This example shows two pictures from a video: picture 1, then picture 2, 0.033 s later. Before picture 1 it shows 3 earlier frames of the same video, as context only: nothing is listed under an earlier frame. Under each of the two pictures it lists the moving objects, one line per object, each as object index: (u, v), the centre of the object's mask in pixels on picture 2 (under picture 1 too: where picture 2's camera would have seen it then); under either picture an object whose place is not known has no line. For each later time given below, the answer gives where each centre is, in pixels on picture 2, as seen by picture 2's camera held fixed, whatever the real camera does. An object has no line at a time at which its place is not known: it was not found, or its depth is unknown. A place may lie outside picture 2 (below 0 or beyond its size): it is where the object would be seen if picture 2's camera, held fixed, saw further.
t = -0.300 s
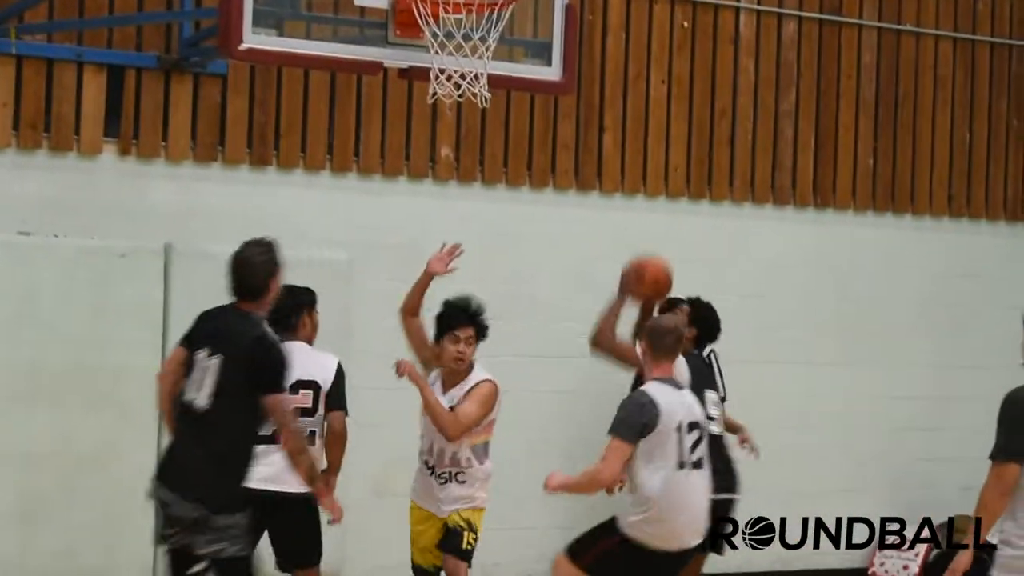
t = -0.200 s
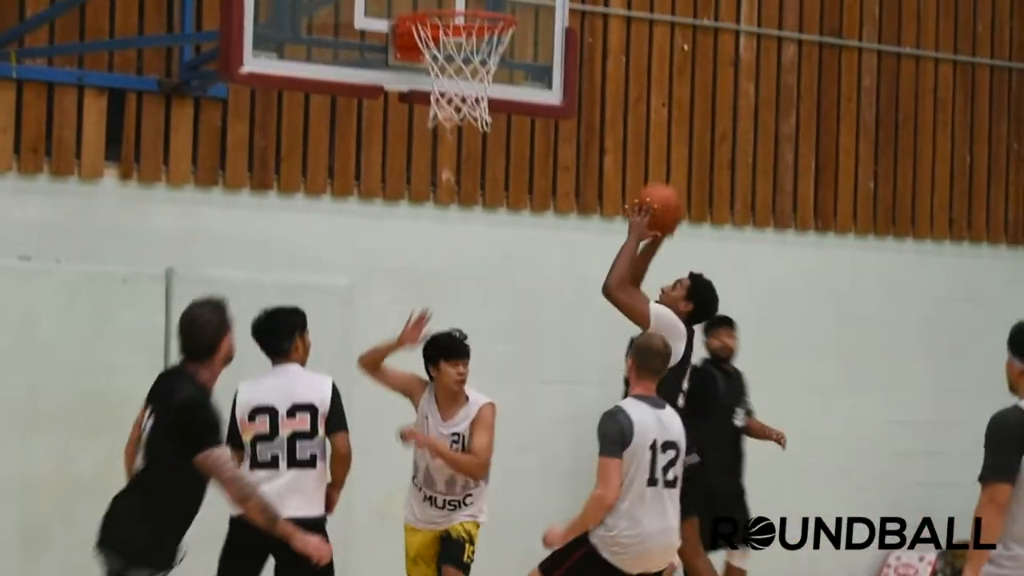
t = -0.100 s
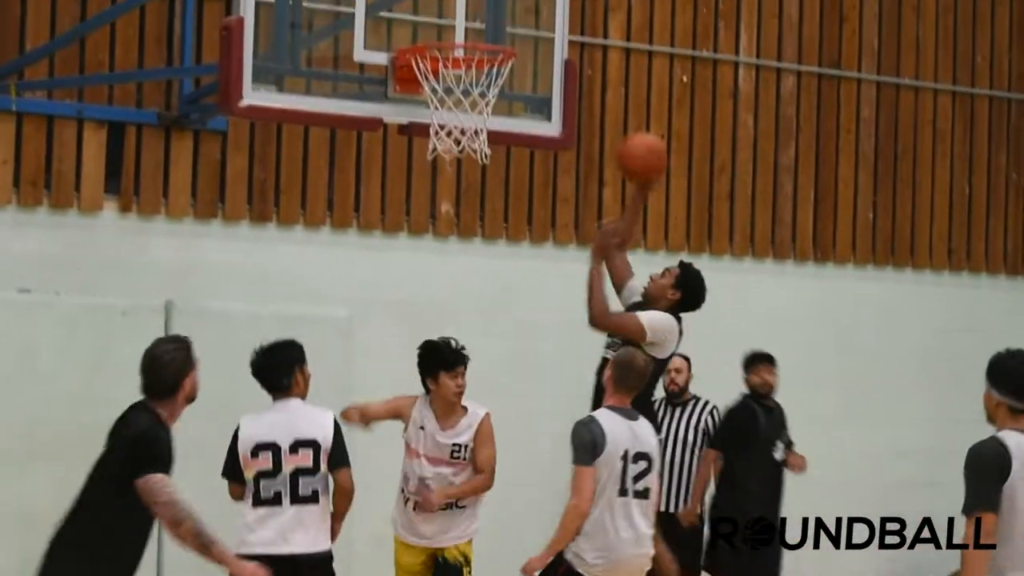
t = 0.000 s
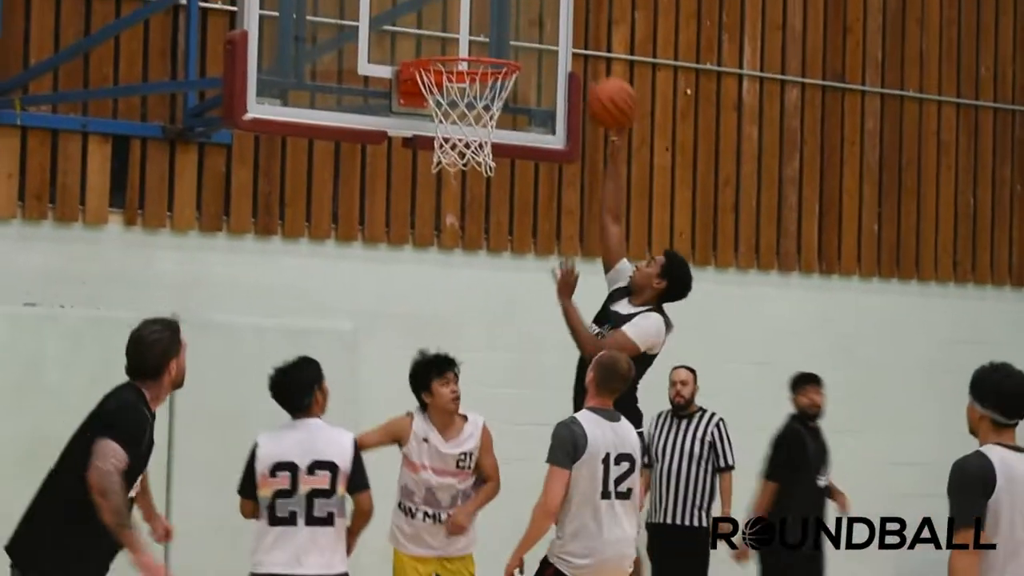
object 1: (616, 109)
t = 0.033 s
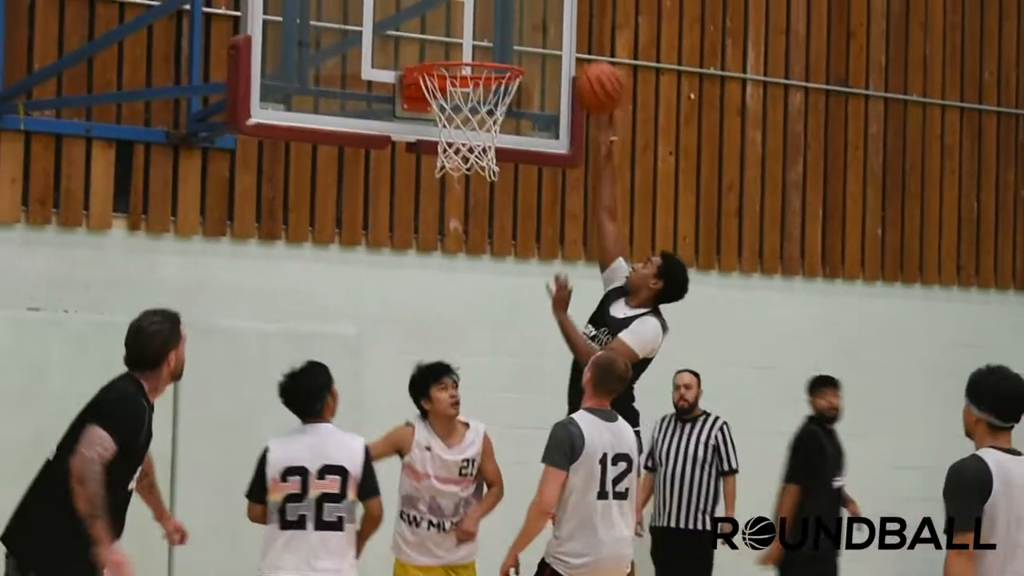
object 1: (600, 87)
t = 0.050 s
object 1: (591, 79)
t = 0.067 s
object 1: (584, 70)
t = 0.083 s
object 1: (576, 62)
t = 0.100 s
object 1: (567, 53)
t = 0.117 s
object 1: (559, 46)
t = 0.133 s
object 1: (551, 40)
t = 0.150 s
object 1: (543, 34)
